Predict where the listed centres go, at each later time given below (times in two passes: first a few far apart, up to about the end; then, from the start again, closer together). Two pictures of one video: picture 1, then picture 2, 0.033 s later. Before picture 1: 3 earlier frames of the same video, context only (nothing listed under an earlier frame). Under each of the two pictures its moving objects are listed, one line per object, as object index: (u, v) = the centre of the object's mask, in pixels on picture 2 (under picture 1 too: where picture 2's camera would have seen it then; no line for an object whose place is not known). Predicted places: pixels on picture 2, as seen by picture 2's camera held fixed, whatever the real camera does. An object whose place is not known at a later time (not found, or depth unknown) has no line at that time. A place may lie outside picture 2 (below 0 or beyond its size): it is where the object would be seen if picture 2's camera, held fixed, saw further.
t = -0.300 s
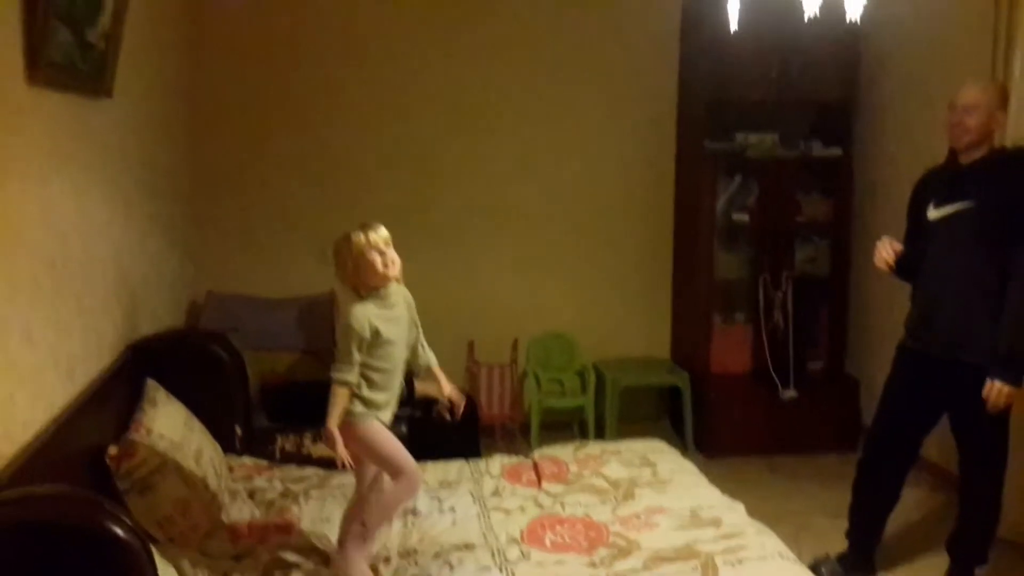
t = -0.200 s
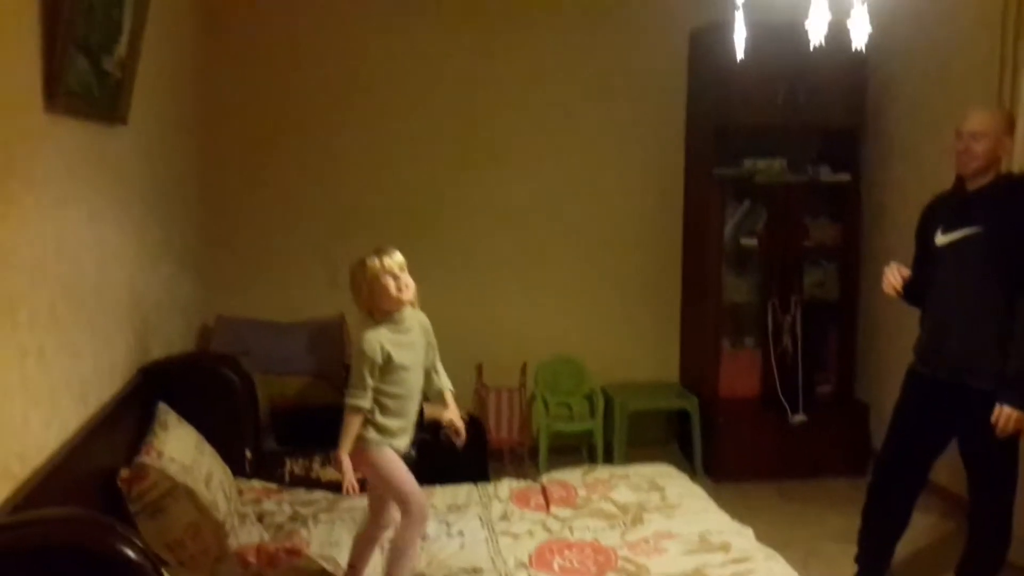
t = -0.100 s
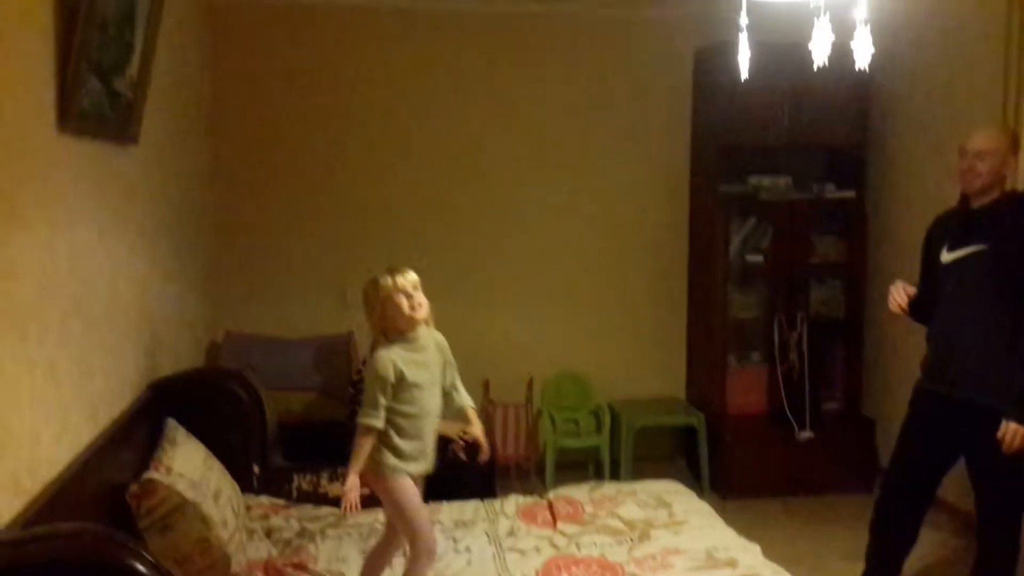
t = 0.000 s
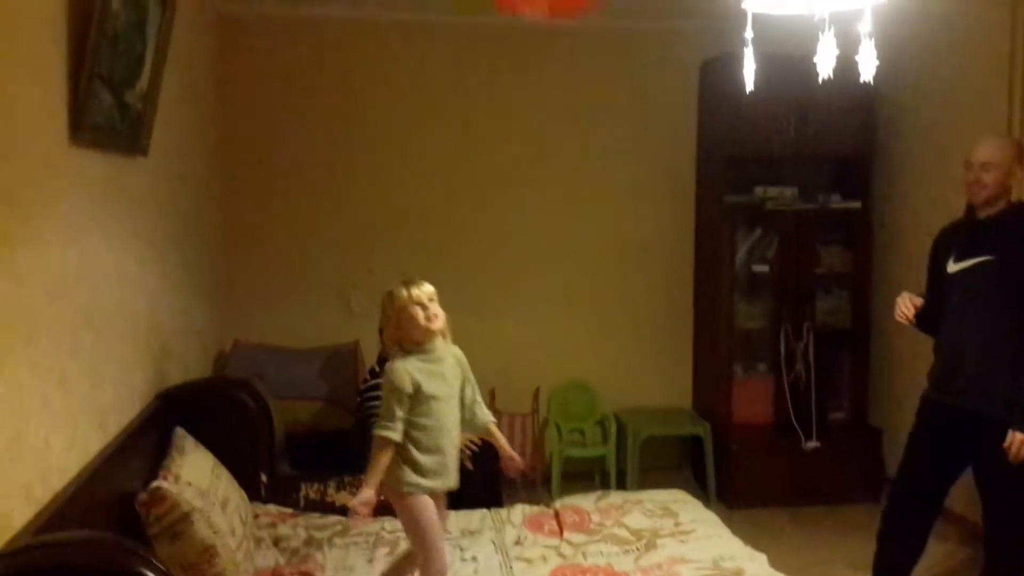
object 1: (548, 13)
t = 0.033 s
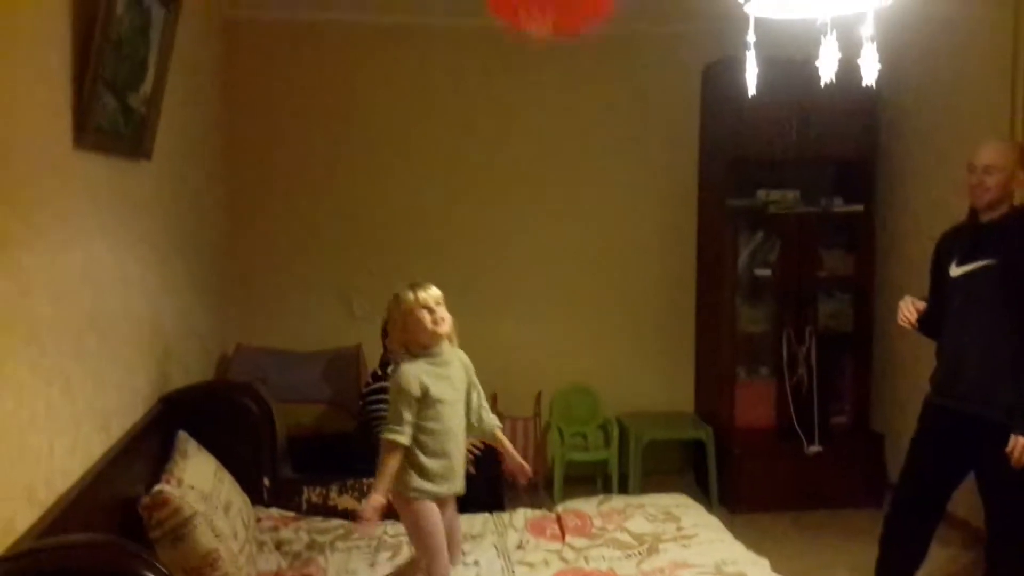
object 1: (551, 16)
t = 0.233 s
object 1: (569, 80)
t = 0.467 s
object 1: (605, 205)
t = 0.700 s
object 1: (655, 332)
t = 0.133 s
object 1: (558, 33)
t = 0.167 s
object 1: (562, 46)
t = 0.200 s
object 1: (565, 63)
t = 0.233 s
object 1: (569, 80)
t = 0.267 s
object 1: (572, 99)
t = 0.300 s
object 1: (577, 117)
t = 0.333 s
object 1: (581, 135)
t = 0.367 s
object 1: (586, 152)
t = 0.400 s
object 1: (593, 170)
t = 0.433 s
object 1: (598, 187)
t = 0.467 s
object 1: (605, 205)
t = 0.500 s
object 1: (612, 224)
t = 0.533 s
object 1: (618, 243)
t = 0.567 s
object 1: (626, 261)
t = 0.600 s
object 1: (635, 278)
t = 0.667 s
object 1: (649, 314)
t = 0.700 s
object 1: (655, 332)
